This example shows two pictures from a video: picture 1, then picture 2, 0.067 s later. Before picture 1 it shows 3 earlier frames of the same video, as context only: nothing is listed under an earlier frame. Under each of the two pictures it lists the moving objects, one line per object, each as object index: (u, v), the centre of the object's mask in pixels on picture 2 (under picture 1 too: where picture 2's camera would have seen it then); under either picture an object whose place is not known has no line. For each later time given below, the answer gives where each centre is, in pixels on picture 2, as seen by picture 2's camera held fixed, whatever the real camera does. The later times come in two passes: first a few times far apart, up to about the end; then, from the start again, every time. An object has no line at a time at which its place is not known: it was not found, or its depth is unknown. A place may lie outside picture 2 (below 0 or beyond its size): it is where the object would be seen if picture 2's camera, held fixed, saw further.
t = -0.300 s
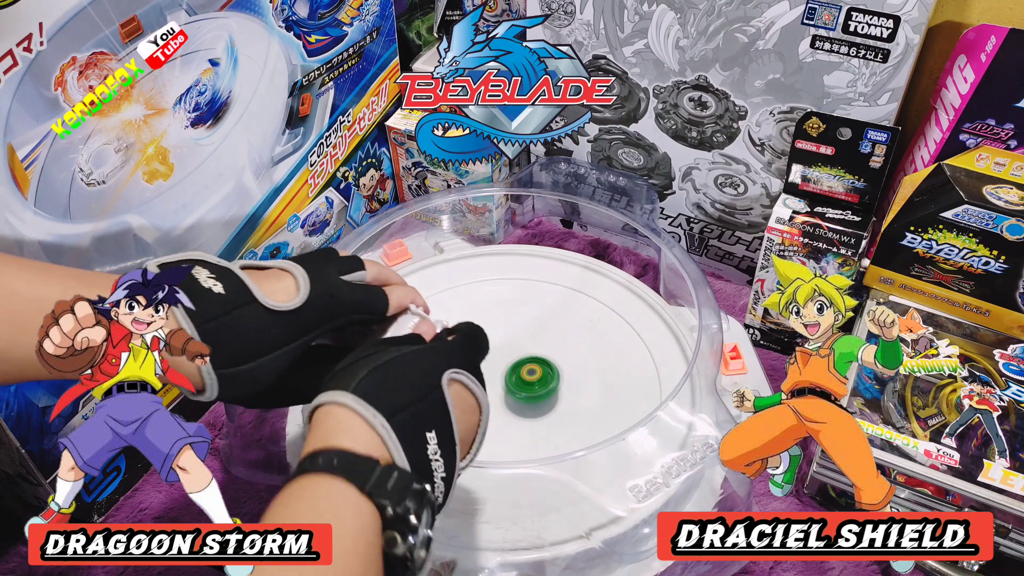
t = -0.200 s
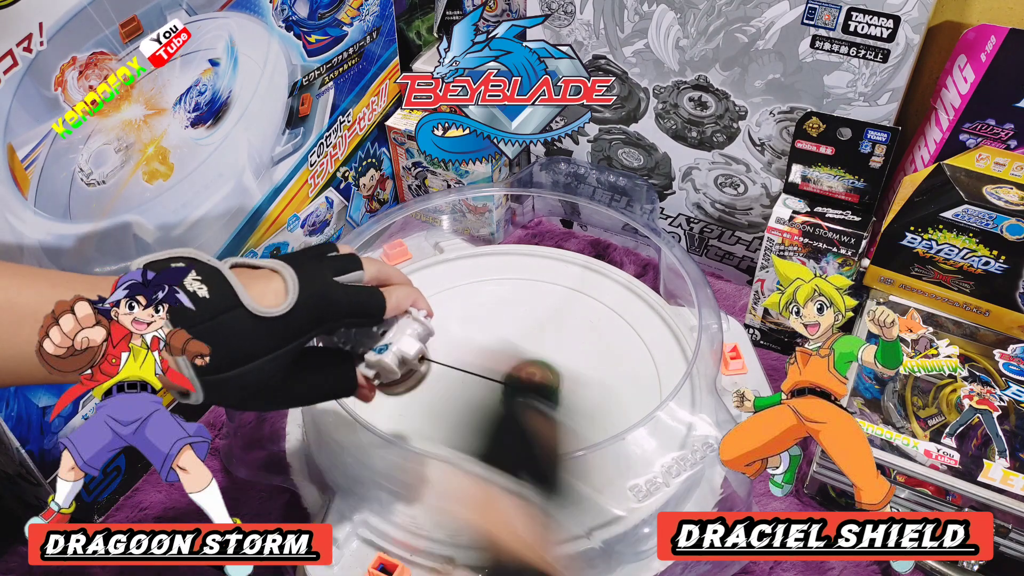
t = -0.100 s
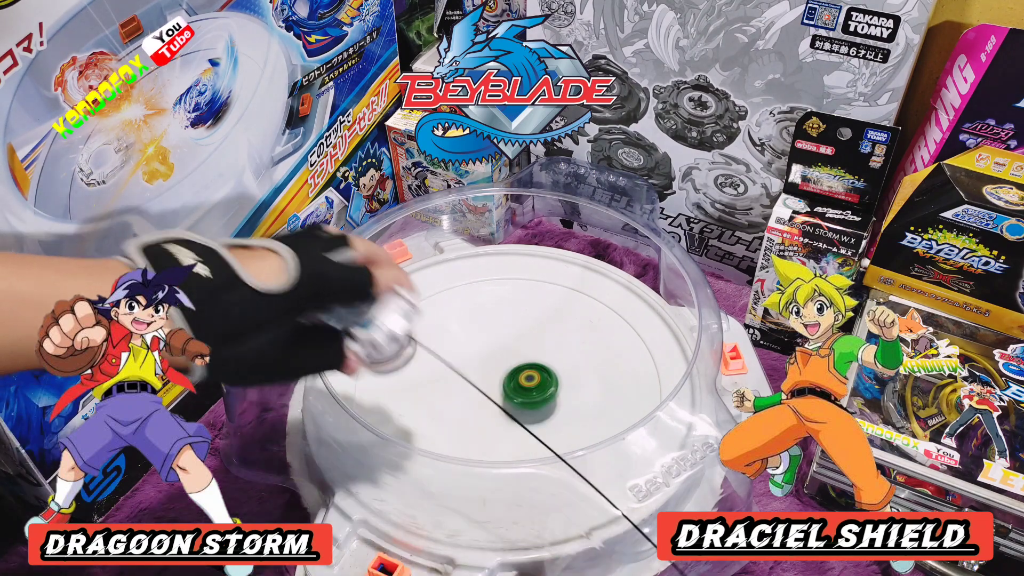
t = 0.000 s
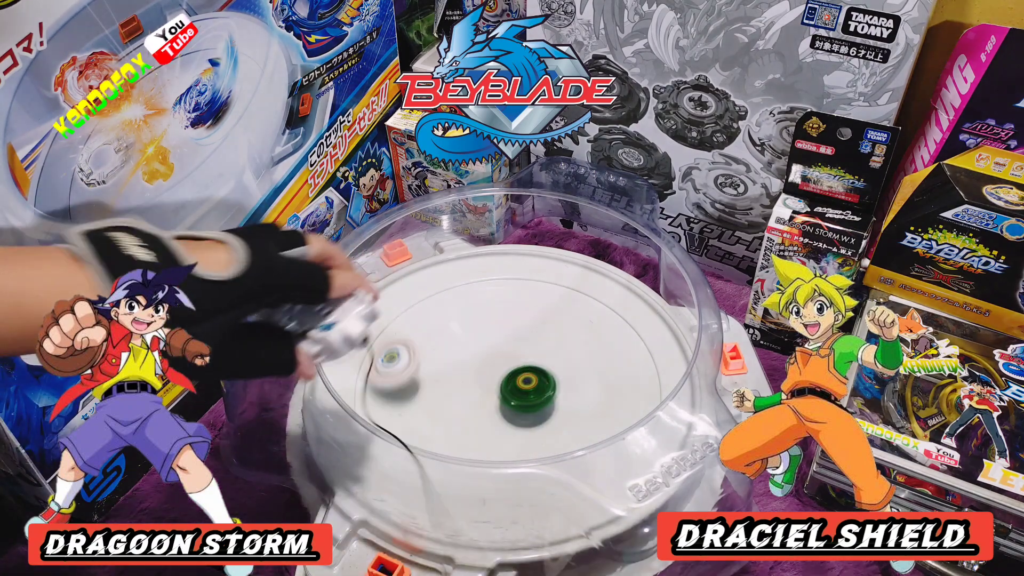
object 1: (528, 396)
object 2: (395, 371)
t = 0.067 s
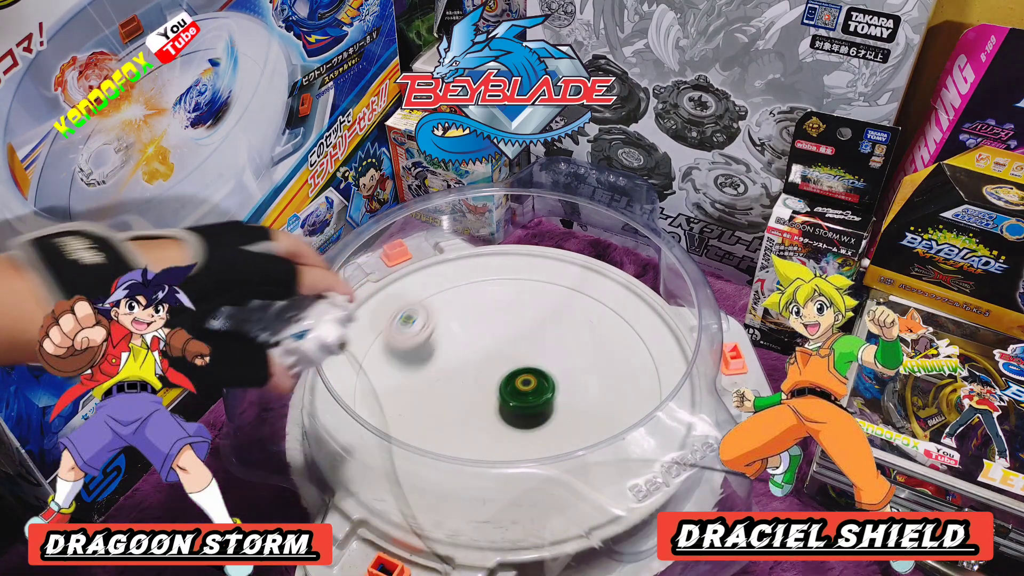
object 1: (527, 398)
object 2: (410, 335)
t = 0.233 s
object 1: (521, 399)
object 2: (494, 248)
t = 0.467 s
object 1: (509, 402)
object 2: (627, 338)
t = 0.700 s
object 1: (498, 401)
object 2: (442, 452)
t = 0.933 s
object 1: (491, 398)
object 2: (419, 301)
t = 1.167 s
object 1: (490, 391)
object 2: (580, 325)
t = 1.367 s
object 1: (492, 383)
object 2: (522, 469)
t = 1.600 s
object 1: (496, 375)
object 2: (363, 379)
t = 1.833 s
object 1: (503, 371)
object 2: (501, 307)
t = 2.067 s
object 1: (512, 372)
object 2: (608, 435)
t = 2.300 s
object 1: (521, 376)
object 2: (408, 475)
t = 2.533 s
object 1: (527, 383)
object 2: (437, 332)
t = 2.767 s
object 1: (527, 390)
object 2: (615, 341)
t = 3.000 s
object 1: (522, 396)
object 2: (588, 469)
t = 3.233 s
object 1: (515, 400)
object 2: (431, 401)
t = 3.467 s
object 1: (504, 401)
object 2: (524, 299)
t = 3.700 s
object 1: (496, 398)
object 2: (625, 361)
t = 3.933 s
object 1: (492, 384)
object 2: (486, 432)
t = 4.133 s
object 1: (491, 384)
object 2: (406, 356)
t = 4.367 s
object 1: (495, 378)
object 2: (508, 312)
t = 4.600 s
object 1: (504, 375)
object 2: (558, 417)
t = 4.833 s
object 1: (514, 375)
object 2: (432, 438)
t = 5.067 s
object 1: (522, 378)
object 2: (461, 352)
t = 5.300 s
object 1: (542, 395)
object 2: (546, 324)
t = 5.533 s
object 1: (509, 434)
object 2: (603, 336)
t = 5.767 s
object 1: (512, 474)
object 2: (590, 356)
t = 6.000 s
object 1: (520, 454)
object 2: (485, 362)
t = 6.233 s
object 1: (504, 425)
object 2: (443, 323)
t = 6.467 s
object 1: (478, 389)
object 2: (482, 335)
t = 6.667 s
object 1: (465, 380)
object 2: (530, 370)
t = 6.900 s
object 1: (471, 370)
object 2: (540, 426)
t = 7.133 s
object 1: (493, 363)
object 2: (478, 419)
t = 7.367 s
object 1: (525, 363)
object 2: (448, 396)
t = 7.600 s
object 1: (543, 376)
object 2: (479, 384)
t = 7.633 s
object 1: (546, 378)
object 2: (485, 386)
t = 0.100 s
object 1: (526, 398)
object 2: (421, 320)
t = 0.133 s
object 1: (524, 398)
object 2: (433, 297)
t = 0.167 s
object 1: (523, 398)
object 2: (451, 272)
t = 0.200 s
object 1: (522, 399)
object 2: (472, 256)
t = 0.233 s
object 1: (521, 399)
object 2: (494, 248)
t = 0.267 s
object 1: (519, 400)
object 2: (521, 254)
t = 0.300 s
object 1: (518, 400)
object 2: (547, 257)
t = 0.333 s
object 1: (516, 400)
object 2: (571, 264)
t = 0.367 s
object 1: (515, 401)
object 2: (591, 274)
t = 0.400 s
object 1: (513, 401)
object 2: (609, 292)
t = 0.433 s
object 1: (511, 402)
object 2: (620, 314)
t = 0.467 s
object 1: (509, 402)
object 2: (627, 338)
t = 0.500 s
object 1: (507, 402)
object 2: (626, 364)
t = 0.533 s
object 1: (506, 402)
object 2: (616, 394)
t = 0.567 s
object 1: (504, 402)
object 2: (594, 417)
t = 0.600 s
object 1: (503, 402)
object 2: (562, 443)
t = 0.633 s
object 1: (500, 399)
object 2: (521, 454)
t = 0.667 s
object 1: (500, 399)
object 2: (484, 456)
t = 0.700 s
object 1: (498, 401)
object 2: (442, 452)
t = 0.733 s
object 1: (496, 401)
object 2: (408, 438)
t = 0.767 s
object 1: (495, 401)
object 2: (383, 416)
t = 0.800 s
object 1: (494, 400)
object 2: (364, 389)
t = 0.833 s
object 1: (493, 400)
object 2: (366, 366)
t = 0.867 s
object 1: (492, 399)
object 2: (378, 342)
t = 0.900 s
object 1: (491, 398)
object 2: (393, 320)
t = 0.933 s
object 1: (491, 398)
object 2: (419, 301)
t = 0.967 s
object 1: (490, 397)
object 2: (445, 288)
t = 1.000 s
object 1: (490, 396)
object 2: (470, 280)
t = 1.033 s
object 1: (490, 395)
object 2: (495, 277)
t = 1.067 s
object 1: (490, 394)
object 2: (519, 280)
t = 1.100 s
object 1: (490, 393)
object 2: (542, 289)
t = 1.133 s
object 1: (490, 392)
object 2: (563, 305)
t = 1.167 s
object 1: (490, 391)
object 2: (580, 325)
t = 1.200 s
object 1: (490, 390)
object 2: (591, 348)
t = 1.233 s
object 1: (490, 388)
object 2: (596, 373)
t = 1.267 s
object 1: (491, 387)
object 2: (590, 402)
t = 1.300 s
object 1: (491, 386)
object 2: (576, 429)
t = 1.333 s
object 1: (492, 384)
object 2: (552, 453)
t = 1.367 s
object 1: (492, 383)
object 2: (522, 469)
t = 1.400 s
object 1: (493, 382)
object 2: (486, 478)
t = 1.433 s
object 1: (493, 380)
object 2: (448, 479)
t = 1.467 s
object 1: (494, 379)
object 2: (414, 470)
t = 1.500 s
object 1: (494, 378)
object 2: (385, 454)
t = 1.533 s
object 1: (495, 377)
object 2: (372, 428)
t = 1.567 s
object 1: (495, 376)
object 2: (367, 398)
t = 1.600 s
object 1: (496, 375)
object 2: (363, 379)
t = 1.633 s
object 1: (497, 374)
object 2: (368, 354)
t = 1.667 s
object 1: (498, 374)
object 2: (378, 337)
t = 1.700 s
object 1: (499, 373)
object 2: (396, 322)
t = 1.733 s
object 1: (500, 373)
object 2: (418, 311)
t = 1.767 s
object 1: (501, 372)
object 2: (444, 305)
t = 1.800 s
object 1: (502, 372)
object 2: (473, 303)
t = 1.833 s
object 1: (503, 371)
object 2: (501, 307)
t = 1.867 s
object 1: (504, 371)
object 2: (530, 315)
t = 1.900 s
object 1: (505, 371)
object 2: (556, 329)
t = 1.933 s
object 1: (507, 371)
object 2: (578, 345)
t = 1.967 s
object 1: (508, 371)
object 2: (596, 365)
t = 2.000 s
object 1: (509, 371)
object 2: (607, 385)
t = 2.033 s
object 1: (511, 371)
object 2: (611, 408)
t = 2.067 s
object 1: (512, 372)
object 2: (608, 435)
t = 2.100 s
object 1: (513, 372)
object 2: (597, 460)
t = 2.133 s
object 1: (515, 372)
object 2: (575, 482)
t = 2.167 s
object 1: (516, 373)
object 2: (548, 497)
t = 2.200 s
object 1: (517, 374)
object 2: (513, 498)
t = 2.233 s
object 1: (518, 374)
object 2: (473, 496)
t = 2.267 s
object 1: (519, 375)
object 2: (435, 487)
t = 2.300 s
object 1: (521, 376)
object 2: (408, 475)
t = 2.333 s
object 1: (522, 377)
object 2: (389, 454)
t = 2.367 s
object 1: (523, 378)
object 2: (380, 430)
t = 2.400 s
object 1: (524, 379)
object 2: (381, 406)
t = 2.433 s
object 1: (525, 380)
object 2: (384, 384)
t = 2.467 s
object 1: (526, 381)
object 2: (399, 366)
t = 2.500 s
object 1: (526, 382)
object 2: (416, 349)
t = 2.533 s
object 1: (527, 383)
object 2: (437, 332)
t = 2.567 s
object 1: (527, 384)
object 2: (464, 323)
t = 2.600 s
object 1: (527, 385)
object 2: (490, 317)
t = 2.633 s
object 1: (528, 386)
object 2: (518, 314)
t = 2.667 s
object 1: (528, 387)
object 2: (545, 315)
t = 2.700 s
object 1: (527, 388)
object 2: (570, 320)
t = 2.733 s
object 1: (527, 389)
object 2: (594, 330)
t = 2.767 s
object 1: (527, 390)
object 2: (615, 341)
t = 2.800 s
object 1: (527, 391)
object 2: (633, 354)
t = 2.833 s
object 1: (526, 392)
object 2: (645, 373)
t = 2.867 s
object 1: (526, 393)
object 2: (648, 389)
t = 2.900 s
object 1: (525, 394)
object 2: (649, 414)
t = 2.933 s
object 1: (524, 395)
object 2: (636, 439)
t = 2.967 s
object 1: (523, 396)
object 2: (616, 456)
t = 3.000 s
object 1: (522, 396)
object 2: (588, 469)
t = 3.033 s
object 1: (521, 397)
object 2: (556, 479)
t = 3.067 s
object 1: (520, 398)
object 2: (523, 481)
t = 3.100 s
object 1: (519, 399)
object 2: (493, 475)
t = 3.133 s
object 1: (518, 399)
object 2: (468, 459)
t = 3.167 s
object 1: (517, 400)
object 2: (449, 442)
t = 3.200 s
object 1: (516, 400)
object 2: (437, 422)
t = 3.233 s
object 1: (515, 400)
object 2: (431, 401)
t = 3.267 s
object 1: (513, 401)
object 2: (431, 382)
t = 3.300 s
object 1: (512, 401)
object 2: (438, 361)
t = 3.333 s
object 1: (510, 401)
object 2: (449, 344)
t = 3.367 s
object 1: (509, 401)
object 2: (463, 327)
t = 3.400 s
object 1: (507, 401)
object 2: (482, 314)
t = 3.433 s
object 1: (506, 401)
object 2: (501, 304)
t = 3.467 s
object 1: (504, 401)
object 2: (524, 299)
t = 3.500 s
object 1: (503, 401)
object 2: (543, 297)
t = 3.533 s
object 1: (501, 400)
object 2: (564, 300)
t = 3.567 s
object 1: (500, 400)
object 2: (583, 305)
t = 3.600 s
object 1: (499, 399)
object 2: (600, 314)
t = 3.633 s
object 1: (498, 399)
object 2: (613, 327)
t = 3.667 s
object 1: (497, 398)
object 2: (622, 344)
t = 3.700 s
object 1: (496, 398)
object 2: (625, 361)
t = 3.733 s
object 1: (495, 397)
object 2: (621, 381)
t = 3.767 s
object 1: (494, 396)
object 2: (609, 400)
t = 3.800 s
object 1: (493, 395)
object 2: (591, 415)
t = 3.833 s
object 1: (493, 394)
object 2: (566, 427)
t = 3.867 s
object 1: (492, 392)
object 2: (539, 434)
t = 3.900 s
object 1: (491, 388)
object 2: (511, 434)
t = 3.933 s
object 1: (492, 384)
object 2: (486, 432)
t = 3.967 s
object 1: (494, 385)
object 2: (464, 428)
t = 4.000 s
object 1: (492, 387)
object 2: (443, 419)
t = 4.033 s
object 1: (491, 387)
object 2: (423, 406)
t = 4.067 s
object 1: (491, 386)
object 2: (412, 389)
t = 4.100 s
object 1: (491, 385)
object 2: (407, 373)
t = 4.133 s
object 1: (491, 384)
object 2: (406, 356)
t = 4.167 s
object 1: (492, 383)
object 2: (412, 339)
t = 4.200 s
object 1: (492, 382)
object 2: (421, 325)
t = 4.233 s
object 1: (492, 381)
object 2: (434, 316)
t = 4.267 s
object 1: (493, 380)
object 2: (452, 309)
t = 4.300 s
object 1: (493, 379)
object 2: (470, 306)
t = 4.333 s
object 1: (494, 379)
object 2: (489, 307)
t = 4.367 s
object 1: (495, 378)
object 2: (508, 312)
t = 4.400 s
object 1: (496, 378)
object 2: (526, 321)
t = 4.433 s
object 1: (497, 377)
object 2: (542, 333)
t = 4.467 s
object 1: (498, 377)
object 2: (555, 348)
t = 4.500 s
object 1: (500, 376)
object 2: (563, 364)
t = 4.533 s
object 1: (501, 376)
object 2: (567, 382)
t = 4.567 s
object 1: (502, 376)
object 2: (565, 399)
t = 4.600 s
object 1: (504, 375)
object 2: (558, 417)
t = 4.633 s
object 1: (506, 375)
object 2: (547, 430)
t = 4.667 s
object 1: (507, 375)
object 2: (530, 440)
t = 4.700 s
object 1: (509, 375)
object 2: (509, 453)
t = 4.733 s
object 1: (510, 375)
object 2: (488, 456)
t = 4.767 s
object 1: (512, 375)
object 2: (468, 454)
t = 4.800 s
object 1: (513, 375)
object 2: (448, 449)
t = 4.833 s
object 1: (514, 375)
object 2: (432, 438)
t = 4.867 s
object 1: (515, 375)
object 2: (422, 424)
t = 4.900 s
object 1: (517, 375)
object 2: (416, 412)
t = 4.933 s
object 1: (518, 376)
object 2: (416, 397)
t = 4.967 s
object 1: (519, 376)
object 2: (421, 383)
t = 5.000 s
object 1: (520, 377)
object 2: (432, 370)
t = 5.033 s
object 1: (521, 377)
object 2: (445, 359)
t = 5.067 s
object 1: (522, 378)
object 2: (461, 352)
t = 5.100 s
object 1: (524, 379)
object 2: (478, 346)
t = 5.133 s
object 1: (527, 380)
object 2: (491, 341)
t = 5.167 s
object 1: (533, 383)
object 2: (501, 336)
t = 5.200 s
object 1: (539, 389)
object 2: (511, 329)
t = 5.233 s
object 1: (541, 393)
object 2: (522, 326)
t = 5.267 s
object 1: (542, 394)
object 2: (534, 323)
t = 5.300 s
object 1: (542, 395)
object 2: (546, 324)
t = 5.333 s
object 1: (542, 395)
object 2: (557, 328)
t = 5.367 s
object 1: (541, 394)
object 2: (567, 335)
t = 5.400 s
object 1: (541, 394)
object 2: (574, 343)
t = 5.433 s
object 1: (539, 394)
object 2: (579, 352)
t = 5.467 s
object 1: (528, 410)
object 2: (587, 346)
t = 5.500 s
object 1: (518, 424)
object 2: (596, 340)
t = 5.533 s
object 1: (509, 434)
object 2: (603, 336)
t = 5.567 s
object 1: (504, 439)
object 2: (608, 335)
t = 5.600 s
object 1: (501, 453)
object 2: (612, 335)
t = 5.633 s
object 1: (500, 461)
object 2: (613, 337)
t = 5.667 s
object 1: (501, 469)
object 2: (612, 340)
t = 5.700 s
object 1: (505, 472)
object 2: (608, 345)
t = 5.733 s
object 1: (508, 474)
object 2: (600, 351)
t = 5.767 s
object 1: (512, 474)
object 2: (590, 356)
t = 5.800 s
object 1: (515, 473)
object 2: (577, 361)
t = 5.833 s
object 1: (517, 471)
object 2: (562, 365)
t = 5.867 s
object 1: (518, 469)
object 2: (546, 368)
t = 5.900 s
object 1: (519, 469)
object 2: (530, 369)
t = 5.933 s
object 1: (520, 460)
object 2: (516, 368)
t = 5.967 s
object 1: (520, 458)
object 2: (500, 366)
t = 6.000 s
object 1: (520, 454)
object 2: (485, 362)
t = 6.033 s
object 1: (518, 448)
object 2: (473, 356)
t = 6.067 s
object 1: (517, 440)
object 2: (462, 350)
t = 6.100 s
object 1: (515, 438)
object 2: (454, 344)
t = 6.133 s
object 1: (512, 436)
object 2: (448, 338)
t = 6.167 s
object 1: (510, 433)
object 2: (444, 332)
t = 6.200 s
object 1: (507, 430)
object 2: (442, 327)
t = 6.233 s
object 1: (504, 425)
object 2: (443, 323)
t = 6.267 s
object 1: (501, 419)
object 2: (445, 321)
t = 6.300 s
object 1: (497, 412)
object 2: (449, 322)
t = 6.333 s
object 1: (494, 406)
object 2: (455, 323)
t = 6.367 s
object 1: (490, 398)
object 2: (462, 329)
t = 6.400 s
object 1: (487, 391)
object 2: (468, 334)
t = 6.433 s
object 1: (482, 387)
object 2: (474, 336)
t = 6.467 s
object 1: (478, 389)
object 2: (482, 335)
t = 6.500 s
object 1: (474, 389)
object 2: (490, 336)
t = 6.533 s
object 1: (471, 387)
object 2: (500, 340)
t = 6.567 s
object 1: (470, 385)
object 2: (508, 345)
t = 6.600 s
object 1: (469, 383)
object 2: (516, 353)
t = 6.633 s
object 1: (468, 381)
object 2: (521, 363)
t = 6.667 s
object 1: (465, 380)
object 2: (530, 370)
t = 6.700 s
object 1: (464, 379)
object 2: (537, 377)
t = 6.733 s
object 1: (465, 377)
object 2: (544, 385)
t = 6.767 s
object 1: (465, 376)
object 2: (548, 394)
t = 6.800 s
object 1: (466, 374)
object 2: (549, 402)
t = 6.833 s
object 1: (467, 373)
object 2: (548, 410)
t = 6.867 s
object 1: (469, 371)
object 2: (545, 419)
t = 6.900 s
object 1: (471, 370)
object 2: (540, 426)
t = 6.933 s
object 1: (474, 369)
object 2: (533, 431)
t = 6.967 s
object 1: (476, 368)
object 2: (523, 434)
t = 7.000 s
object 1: (479, 368)
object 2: (513, 435)
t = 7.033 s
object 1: (482, 367)
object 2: (502, 435)
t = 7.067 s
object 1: (486, 366)
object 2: (492, 433)
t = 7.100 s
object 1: (489, 365)
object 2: (484, 426)
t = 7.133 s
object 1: (493, 363)
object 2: (478, 419)
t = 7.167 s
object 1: (498, 362)
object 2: (474, 411)
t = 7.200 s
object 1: (504, 362)
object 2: (474, 404)
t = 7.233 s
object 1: (509, 361)
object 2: (469, 401)
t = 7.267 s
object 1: (514, 362)
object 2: (460, 400)
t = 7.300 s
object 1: (518, 362)
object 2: (455, 399)
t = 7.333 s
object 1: (522, 362)
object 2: (450, 398)
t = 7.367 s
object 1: (525, 363)
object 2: (448, 396)
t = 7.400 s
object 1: (529, 364)
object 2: (446, 393)
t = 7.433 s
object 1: (532, 366)
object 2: (447, 390)
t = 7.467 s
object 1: (535, 367)
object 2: (451, 387)
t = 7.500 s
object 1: (537, 369)
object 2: (456, 385)
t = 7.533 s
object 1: (539, 371)
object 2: (463, 383)
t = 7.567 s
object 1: (541, 373)
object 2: (471, 383)
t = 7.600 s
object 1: (543, 376)
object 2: (479, 384)
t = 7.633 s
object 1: (546, 378)
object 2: (485, 386)
